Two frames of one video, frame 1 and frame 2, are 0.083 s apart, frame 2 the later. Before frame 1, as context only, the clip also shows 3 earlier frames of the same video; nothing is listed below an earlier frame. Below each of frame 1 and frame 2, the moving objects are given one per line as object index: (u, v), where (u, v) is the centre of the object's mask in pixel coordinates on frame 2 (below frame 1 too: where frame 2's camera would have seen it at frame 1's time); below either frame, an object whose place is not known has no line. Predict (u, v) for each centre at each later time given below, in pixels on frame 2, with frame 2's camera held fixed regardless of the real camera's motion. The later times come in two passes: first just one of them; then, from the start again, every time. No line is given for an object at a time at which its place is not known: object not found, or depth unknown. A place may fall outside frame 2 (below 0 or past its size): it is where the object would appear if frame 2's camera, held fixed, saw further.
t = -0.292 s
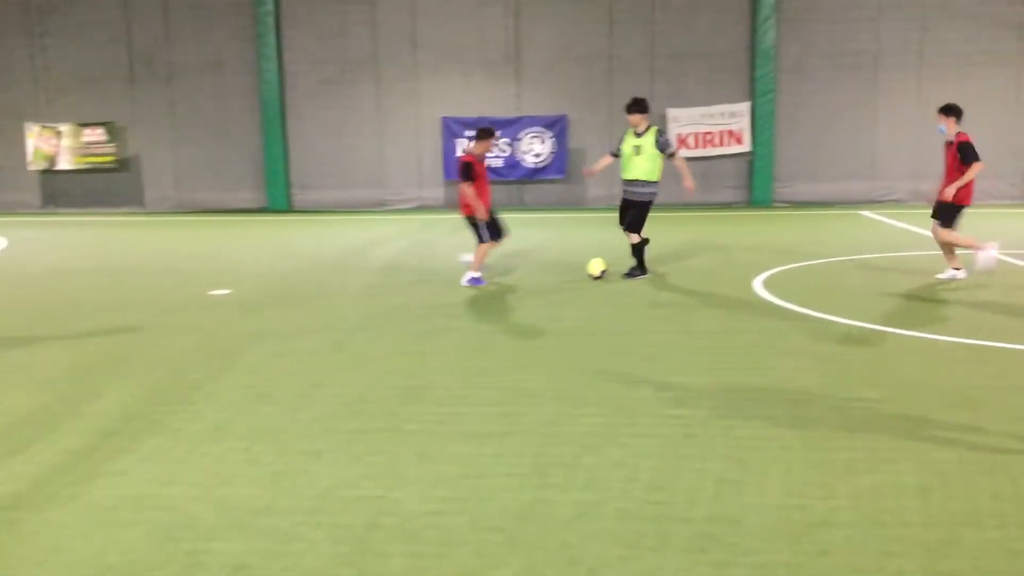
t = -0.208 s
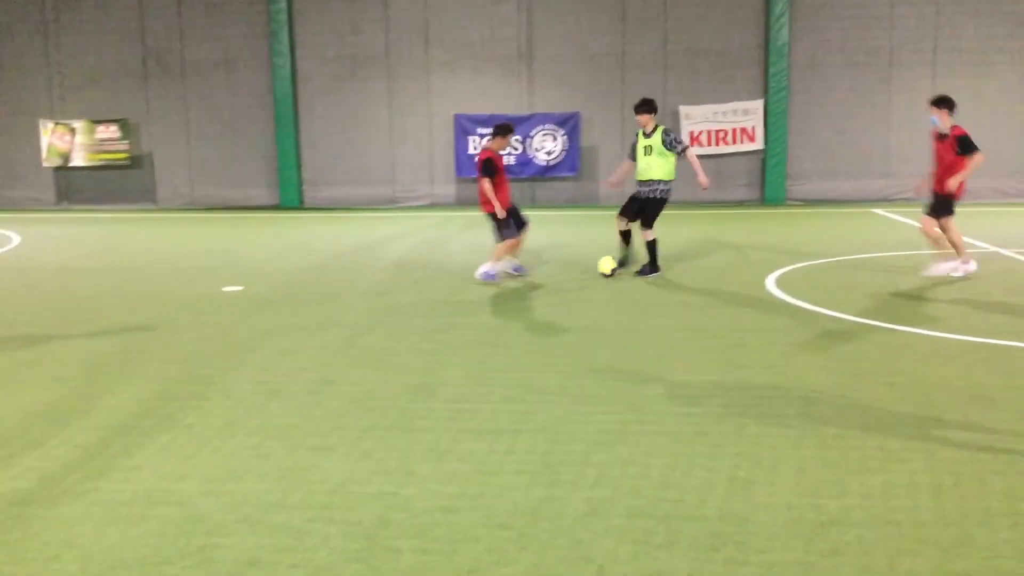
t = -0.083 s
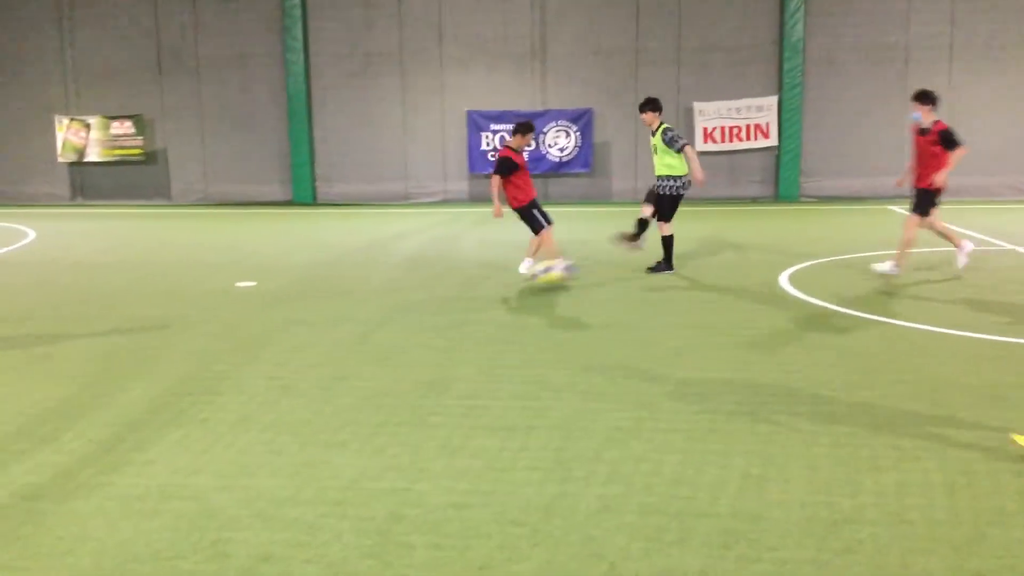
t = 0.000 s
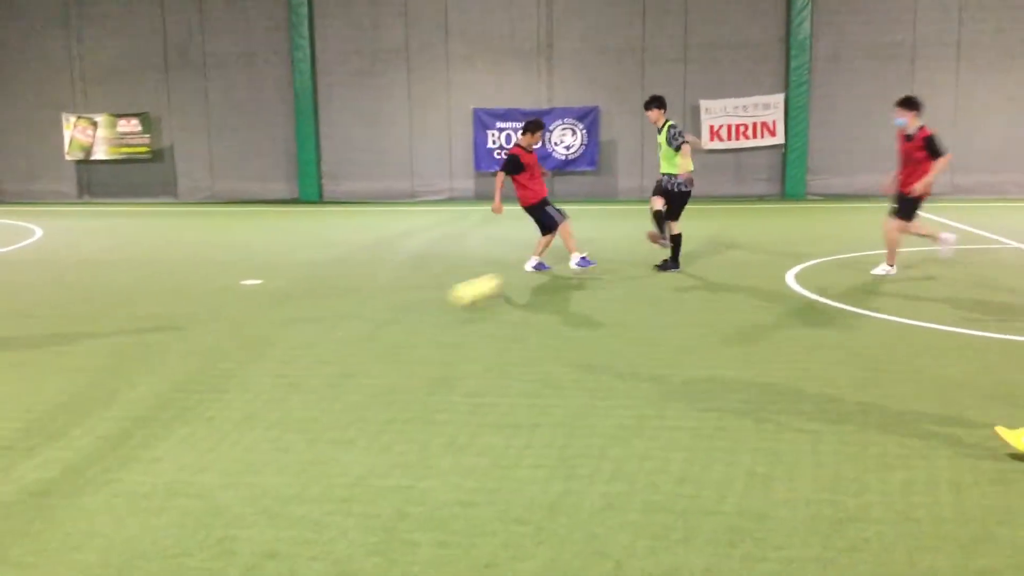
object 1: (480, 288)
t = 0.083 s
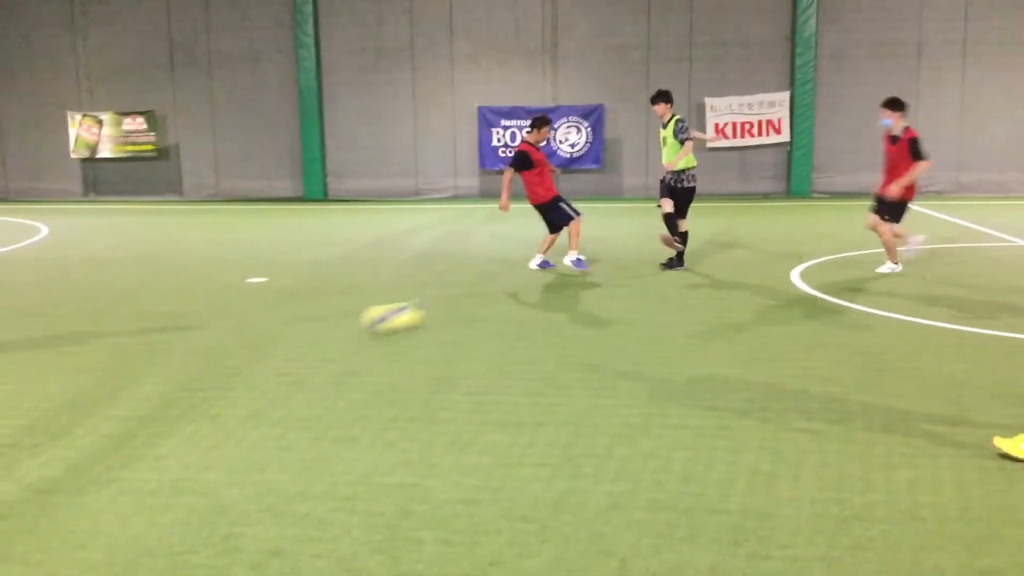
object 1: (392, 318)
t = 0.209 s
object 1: (231, 350)
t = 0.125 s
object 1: (342, 325)
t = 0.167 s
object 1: (295, 338)
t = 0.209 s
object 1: (231, 350)
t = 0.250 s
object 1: (162, 374)
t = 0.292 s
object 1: (86, 398)
